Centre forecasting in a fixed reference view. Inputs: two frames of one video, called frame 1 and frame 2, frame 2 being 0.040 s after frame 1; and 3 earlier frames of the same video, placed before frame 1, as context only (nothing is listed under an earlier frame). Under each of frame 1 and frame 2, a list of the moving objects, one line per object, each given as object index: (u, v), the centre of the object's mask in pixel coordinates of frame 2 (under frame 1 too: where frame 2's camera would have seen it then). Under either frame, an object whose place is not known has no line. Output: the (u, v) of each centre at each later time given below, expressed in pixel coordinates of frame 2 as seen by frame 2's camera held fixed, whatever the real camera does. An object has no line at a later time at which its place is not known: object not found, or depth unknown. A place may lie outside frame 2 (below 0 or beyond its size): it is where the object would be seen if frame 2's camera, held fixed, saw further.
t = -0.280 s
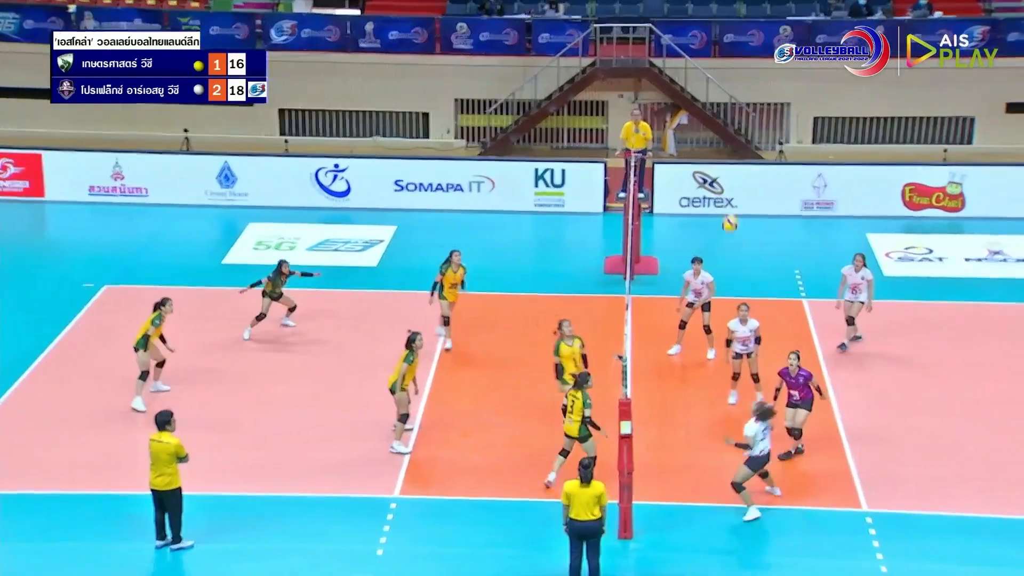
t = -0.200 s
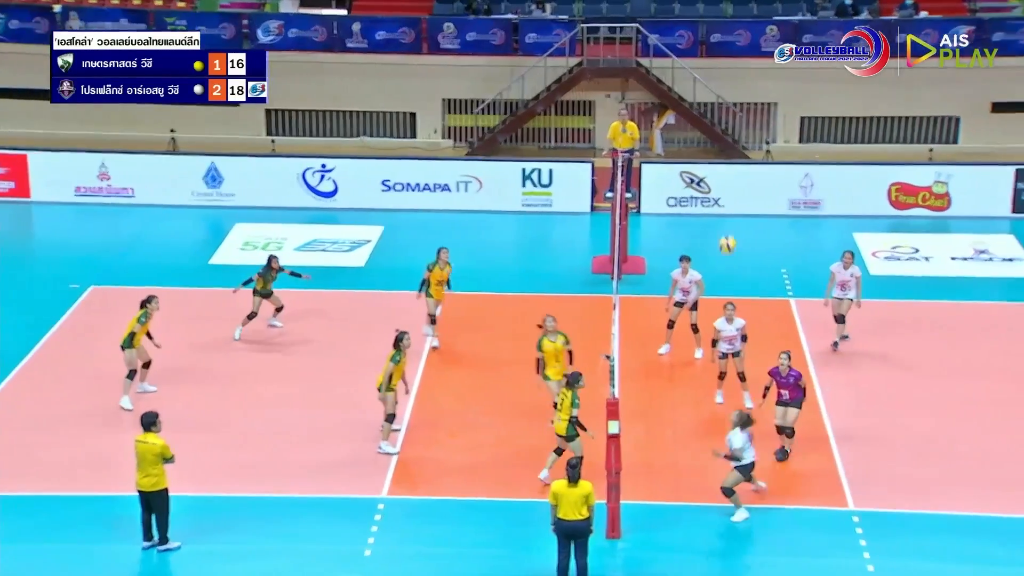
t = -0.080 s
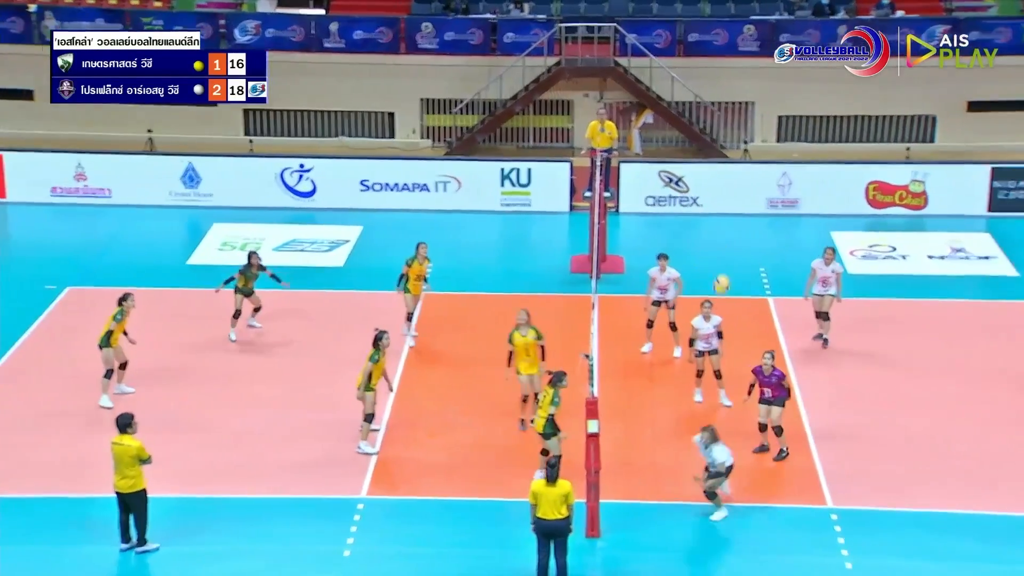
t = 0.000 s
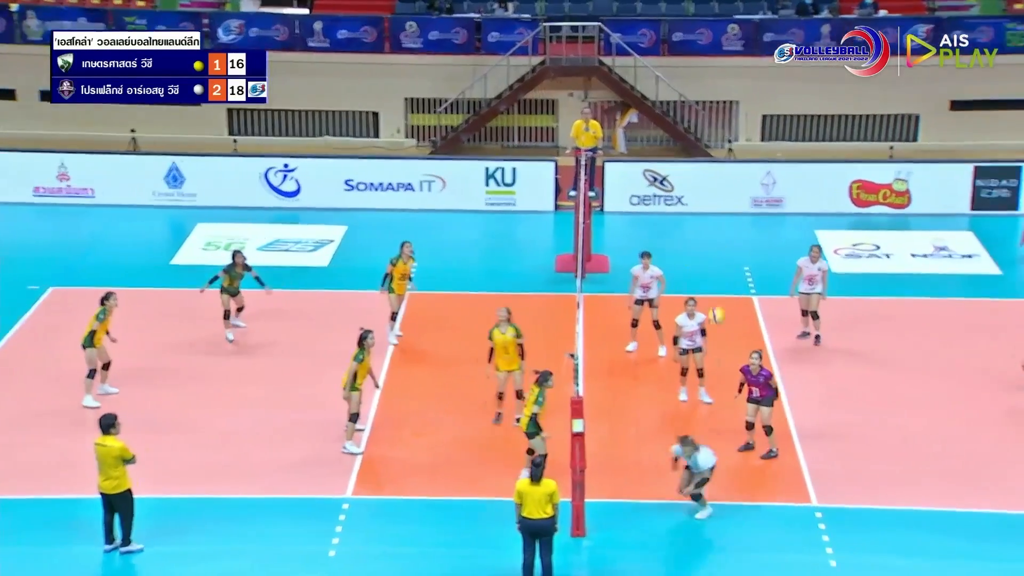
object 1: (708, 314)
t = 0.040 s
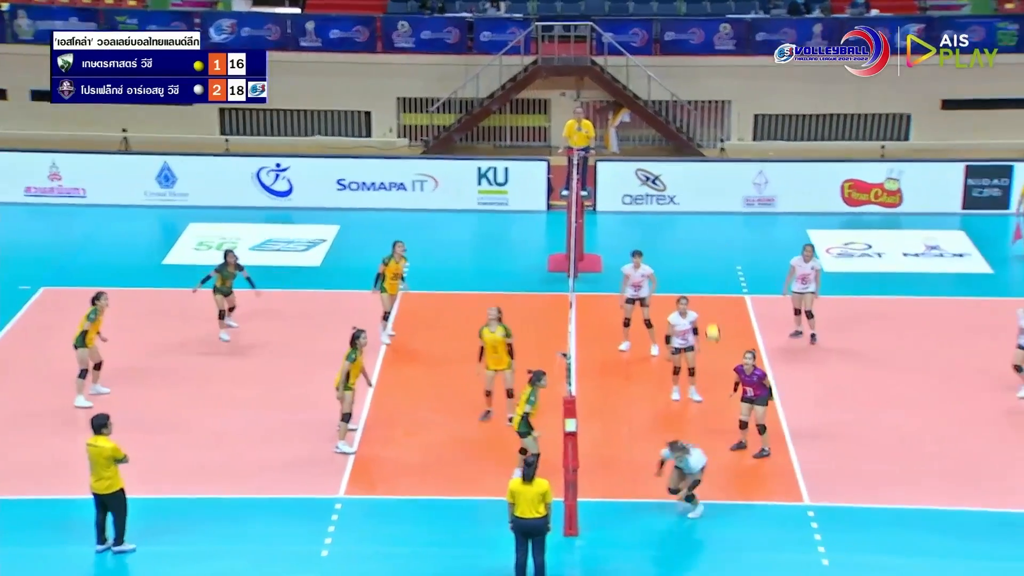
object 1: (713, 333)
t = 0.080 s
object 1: (718, 352)
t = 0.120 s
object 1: (723, 373)
